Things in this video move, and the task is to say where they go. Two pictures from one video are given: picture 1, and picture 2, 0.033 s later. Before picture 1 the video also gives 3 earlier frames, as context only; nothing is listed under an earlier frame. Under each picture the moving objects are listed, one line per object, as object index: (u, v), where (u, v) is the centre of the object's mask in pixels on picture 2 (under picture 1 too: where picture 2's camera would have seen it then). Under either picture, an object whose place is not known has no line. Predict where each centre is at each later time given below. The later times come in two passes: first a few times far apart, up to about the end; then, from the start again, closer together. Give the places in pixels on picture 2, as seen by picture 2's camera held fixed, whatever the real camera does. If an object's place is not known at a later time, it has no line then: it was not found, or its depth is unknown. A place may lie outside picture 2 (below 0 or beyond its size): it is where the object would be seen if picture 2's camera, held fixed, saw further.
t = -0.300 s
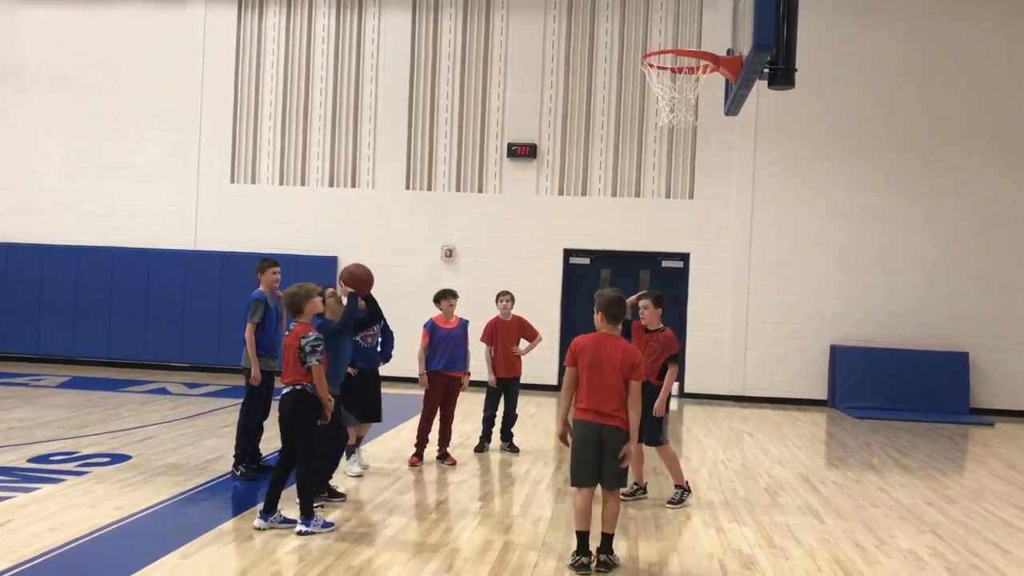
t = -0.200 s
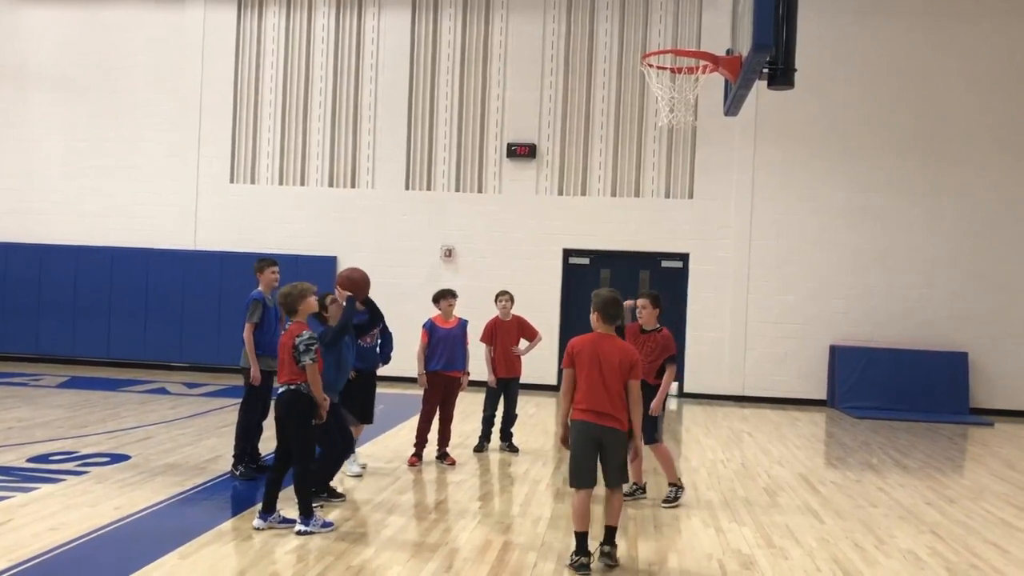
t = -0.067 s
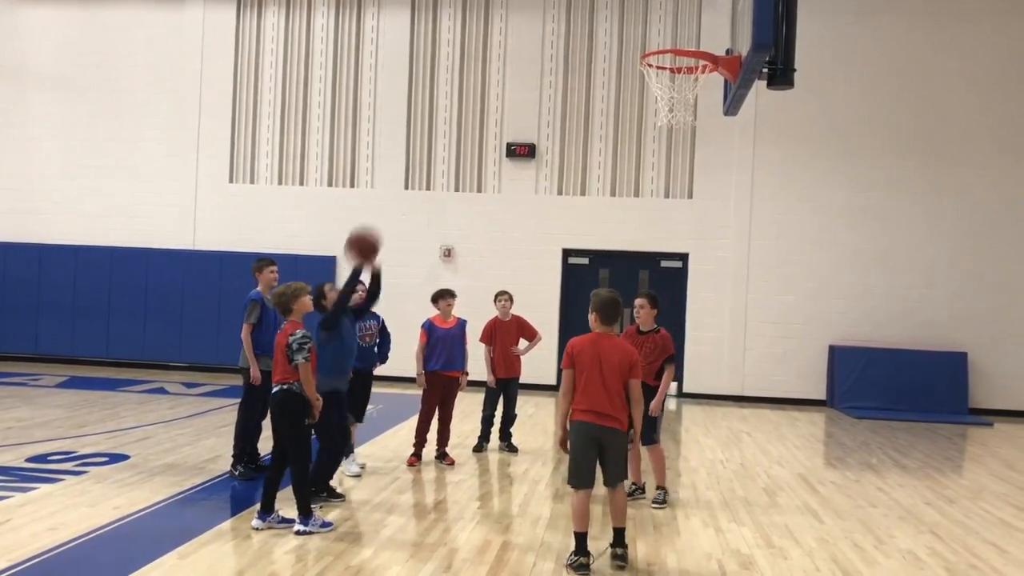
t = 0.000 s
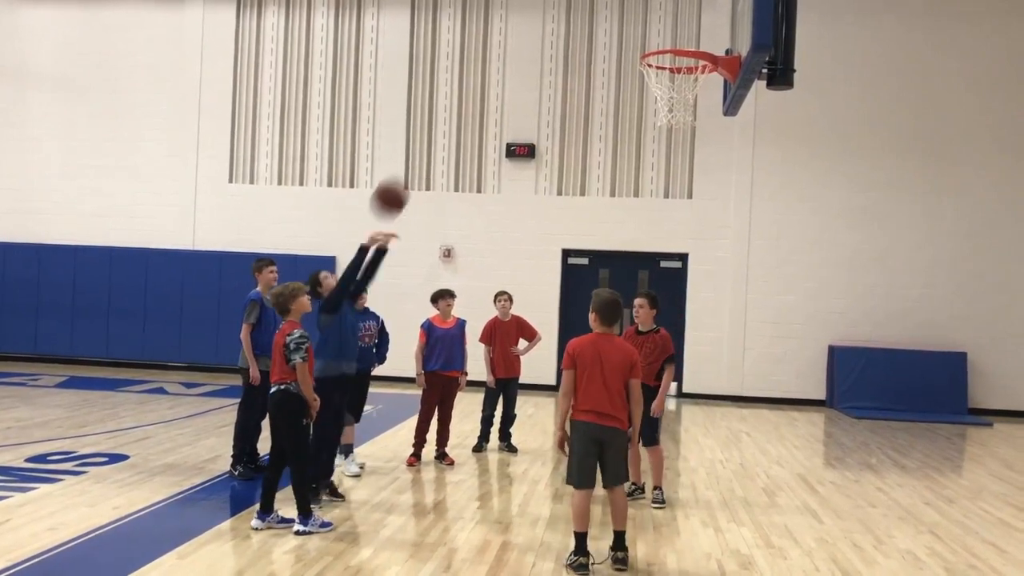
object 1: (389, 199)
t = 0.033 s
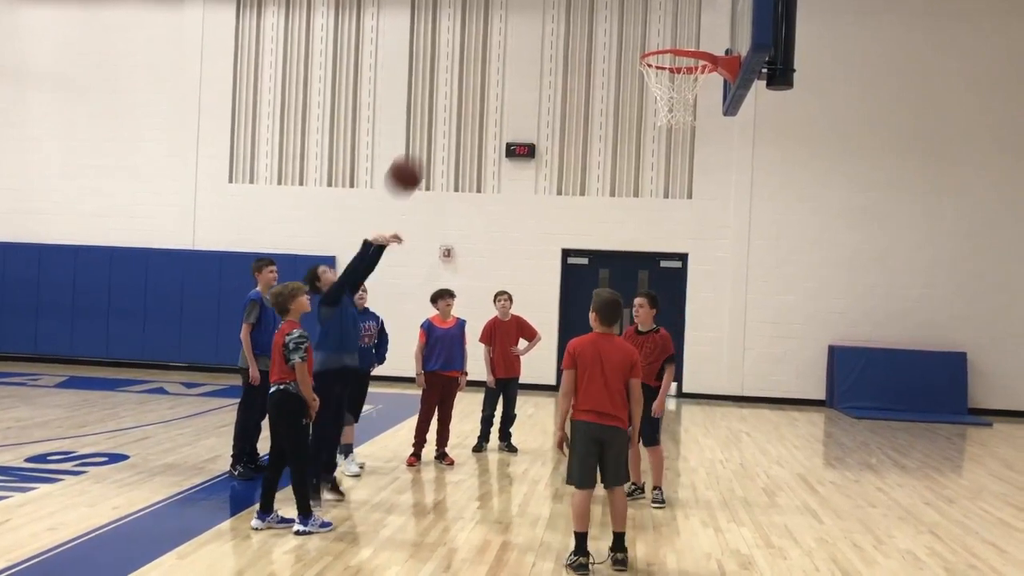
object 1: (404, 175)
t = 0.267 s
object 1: (509, 56)
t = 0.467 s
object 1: (597, 16)
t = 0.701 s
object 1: (701, 38)
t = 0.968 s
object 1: (704, 7)
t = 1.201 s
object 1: (676, 37)
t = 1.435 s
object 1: (663, 119)
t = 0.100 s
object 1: (435, 131)
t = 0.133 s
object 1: (450, 114)
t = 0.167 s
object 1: (465, 97)
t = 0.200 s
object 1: (479, 83)
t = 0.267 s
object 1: (509, 56)
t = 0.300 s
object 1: (524, 45)
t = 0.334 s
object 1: (538, 36)
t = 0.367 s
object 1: (552, 29)
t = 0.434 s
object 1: (583, 18)
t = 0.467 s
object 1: (597, 16)
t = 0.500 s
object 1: (612, 15)
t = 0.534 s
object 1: (626, 15)
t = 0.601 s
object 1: (656, 20)
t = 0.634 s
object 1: (671, 26)
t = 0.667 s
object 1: (686, 32)
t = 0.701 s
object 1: (701, 38)
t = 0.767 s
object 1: (715, 29)
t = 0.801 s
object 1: (720, 20)
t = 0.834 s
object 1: (720, 13)
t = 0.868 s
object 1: (716, 10)
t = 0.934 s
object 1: (709, 7)
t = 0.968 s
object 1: (704, 7)
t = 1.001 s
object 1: (701, 7)
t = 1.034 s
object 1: (697, 8)
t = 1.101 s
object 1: (689, 14)
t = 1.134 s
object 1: (685, 20)
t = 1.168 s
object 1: (681, 29)
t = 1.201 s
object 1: (676, 37)
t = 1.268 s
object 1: (667, 70)
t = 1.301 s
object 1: (663, 82)
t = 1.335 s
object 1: (662, 91)
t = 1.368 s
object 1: (663, 100)
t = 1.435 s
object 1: (663, 119)
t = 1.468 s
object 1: (663, 132)
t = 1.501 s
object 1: (663, 146)
